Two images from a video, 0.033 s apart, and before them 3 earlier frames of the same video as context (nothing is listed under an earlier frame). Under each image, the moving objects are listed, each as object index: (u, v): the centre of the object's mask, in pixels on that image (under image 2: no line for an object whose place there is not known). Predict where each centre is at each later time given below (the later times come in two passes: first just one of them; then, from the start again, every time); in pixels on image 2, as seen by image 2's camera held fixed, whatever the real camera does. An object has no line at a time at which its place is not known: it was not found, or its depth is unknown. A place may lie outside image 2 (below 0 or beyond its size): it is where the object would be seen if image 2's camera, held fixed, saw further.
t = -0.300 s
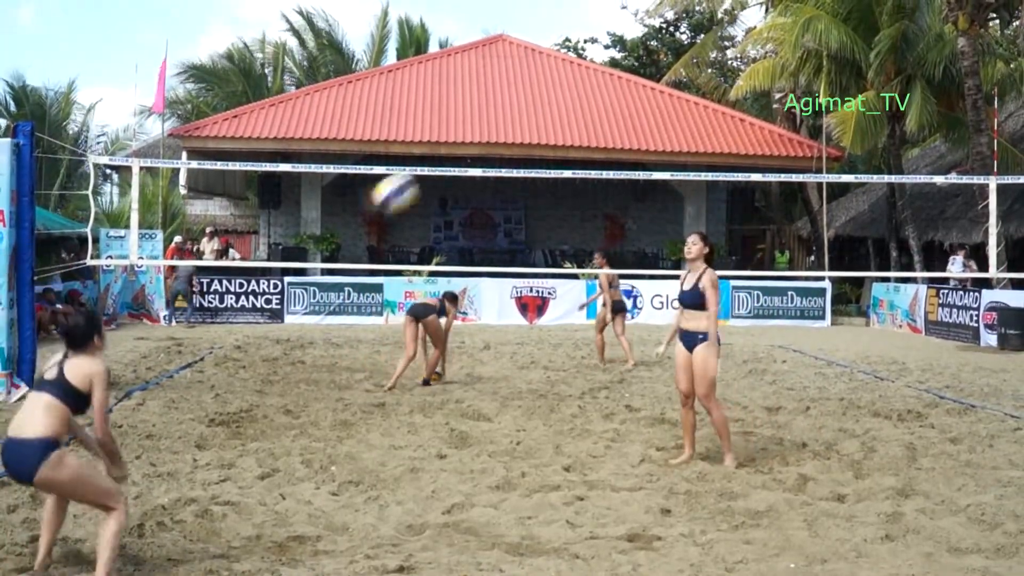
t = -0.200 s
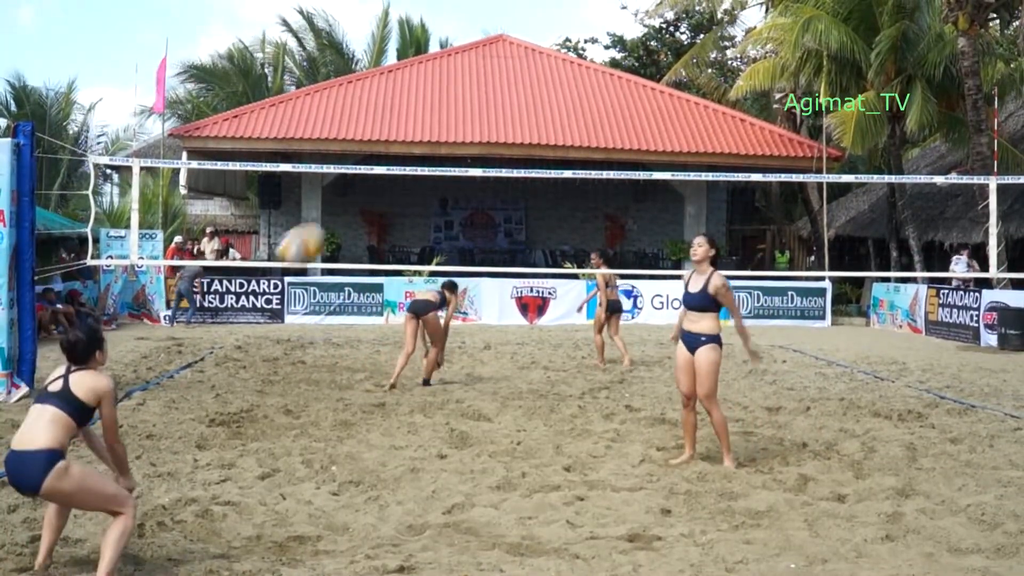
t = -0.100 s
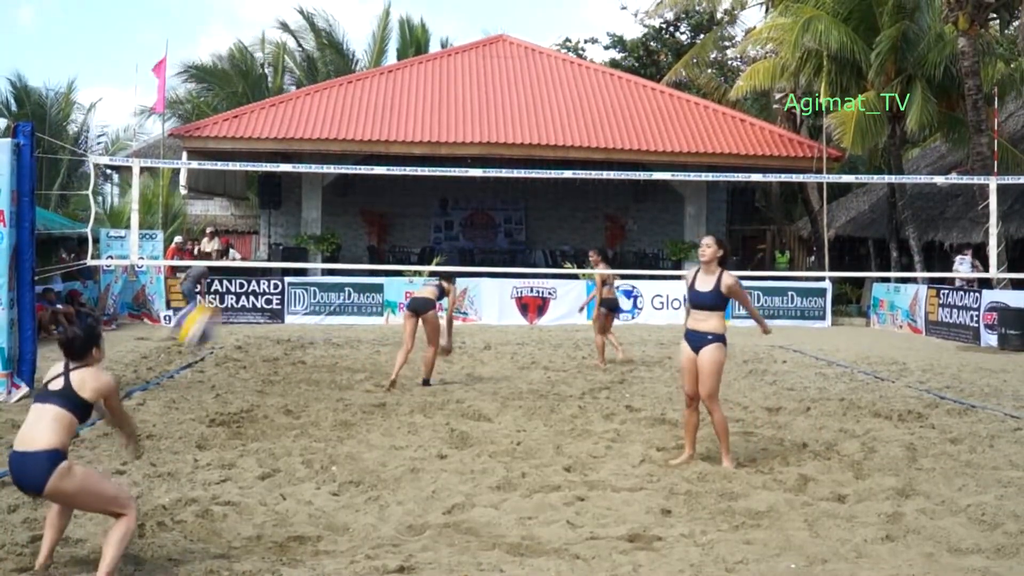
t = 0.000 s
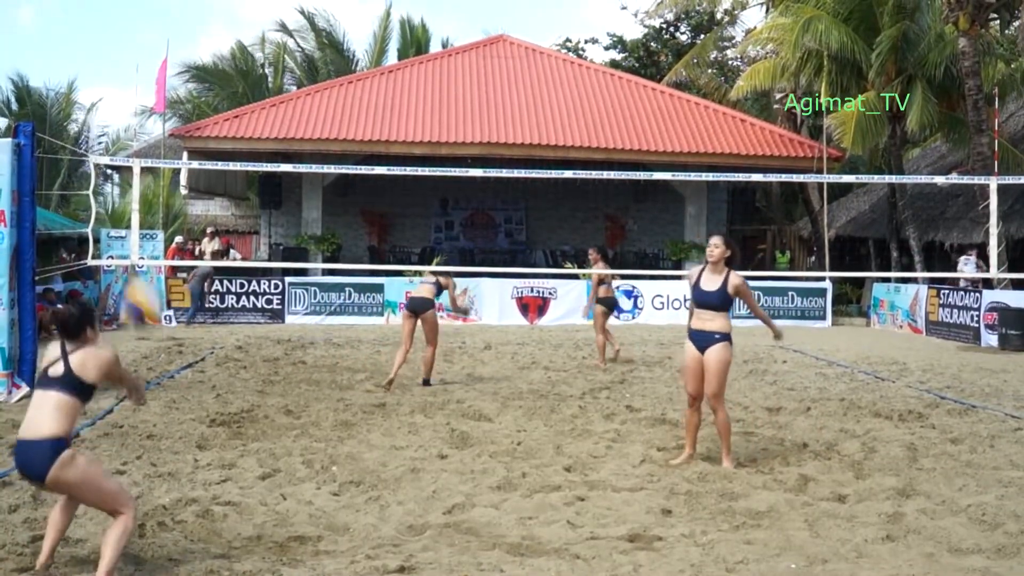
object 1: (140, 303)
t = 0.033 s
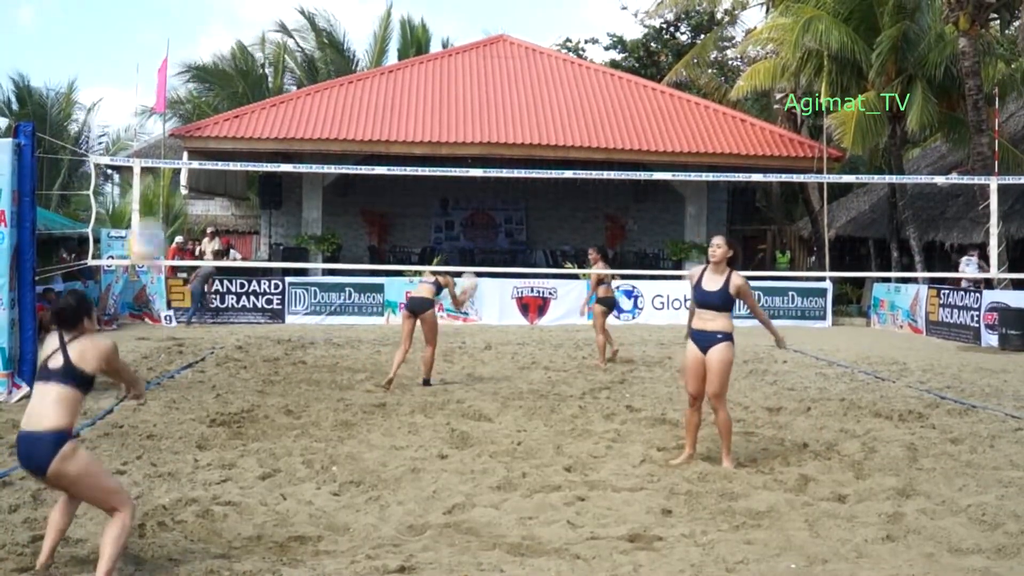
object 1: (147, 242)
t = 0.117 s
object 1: (154, 136)
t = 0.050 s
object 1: (150, 215)
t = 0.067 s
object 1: (154, 199)
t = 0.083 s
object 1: (152, 186)
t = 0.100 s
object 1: (152, 160)
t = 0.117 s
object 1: (154, 136)
